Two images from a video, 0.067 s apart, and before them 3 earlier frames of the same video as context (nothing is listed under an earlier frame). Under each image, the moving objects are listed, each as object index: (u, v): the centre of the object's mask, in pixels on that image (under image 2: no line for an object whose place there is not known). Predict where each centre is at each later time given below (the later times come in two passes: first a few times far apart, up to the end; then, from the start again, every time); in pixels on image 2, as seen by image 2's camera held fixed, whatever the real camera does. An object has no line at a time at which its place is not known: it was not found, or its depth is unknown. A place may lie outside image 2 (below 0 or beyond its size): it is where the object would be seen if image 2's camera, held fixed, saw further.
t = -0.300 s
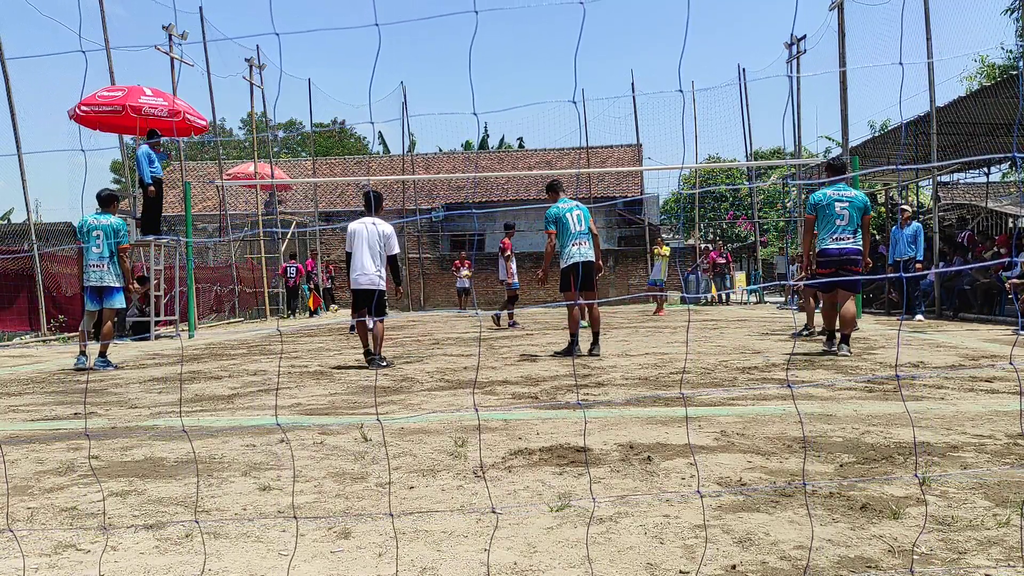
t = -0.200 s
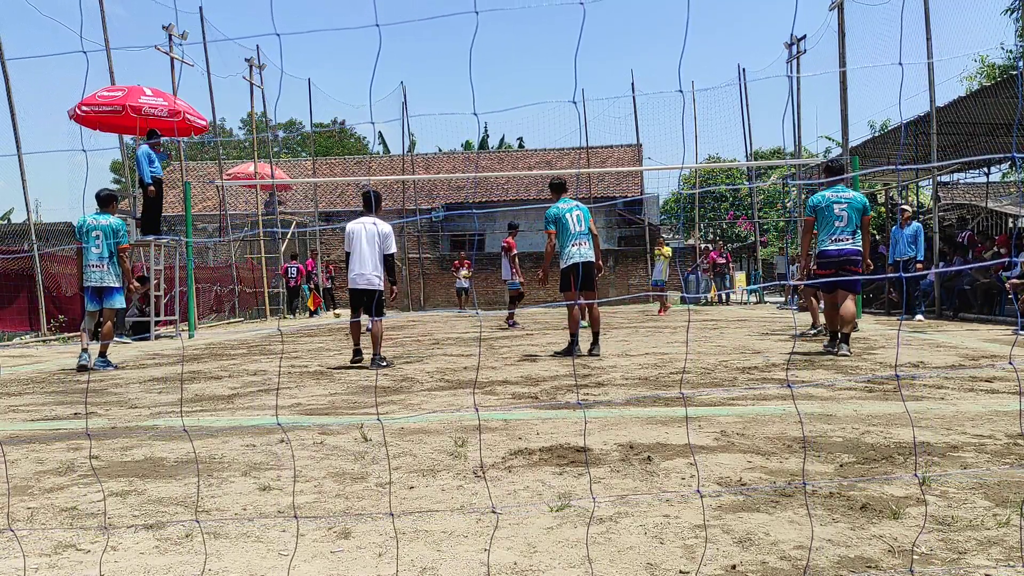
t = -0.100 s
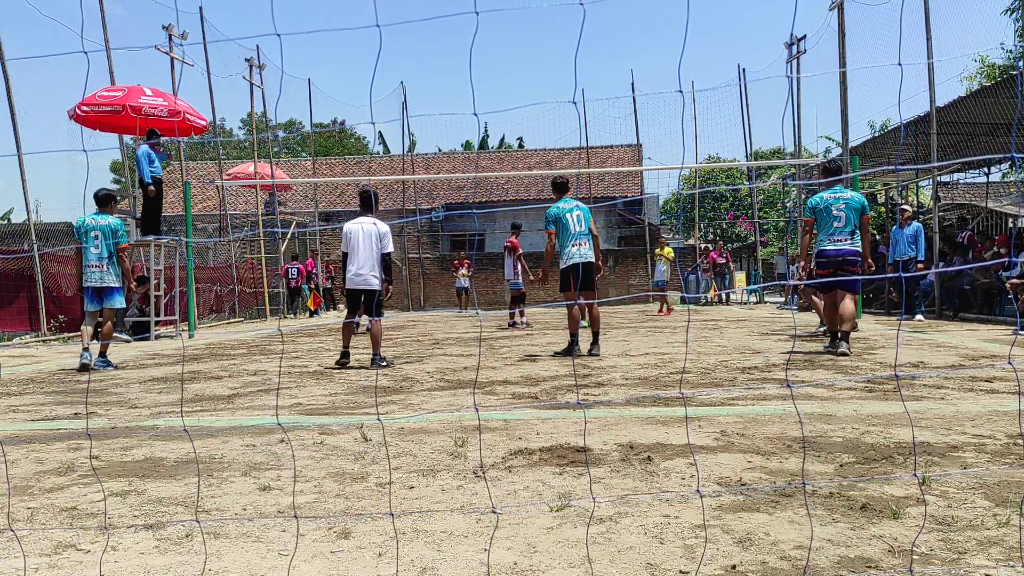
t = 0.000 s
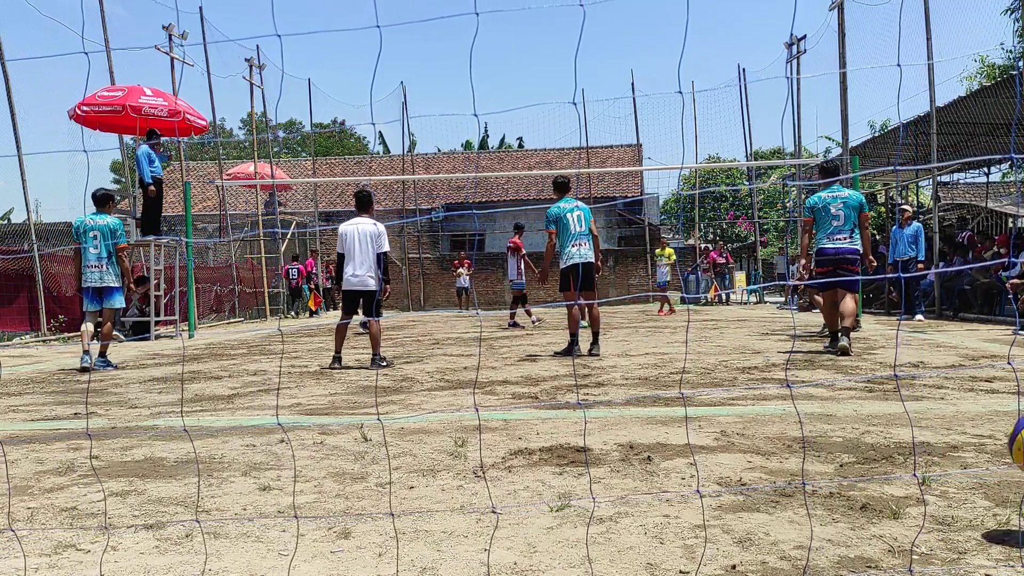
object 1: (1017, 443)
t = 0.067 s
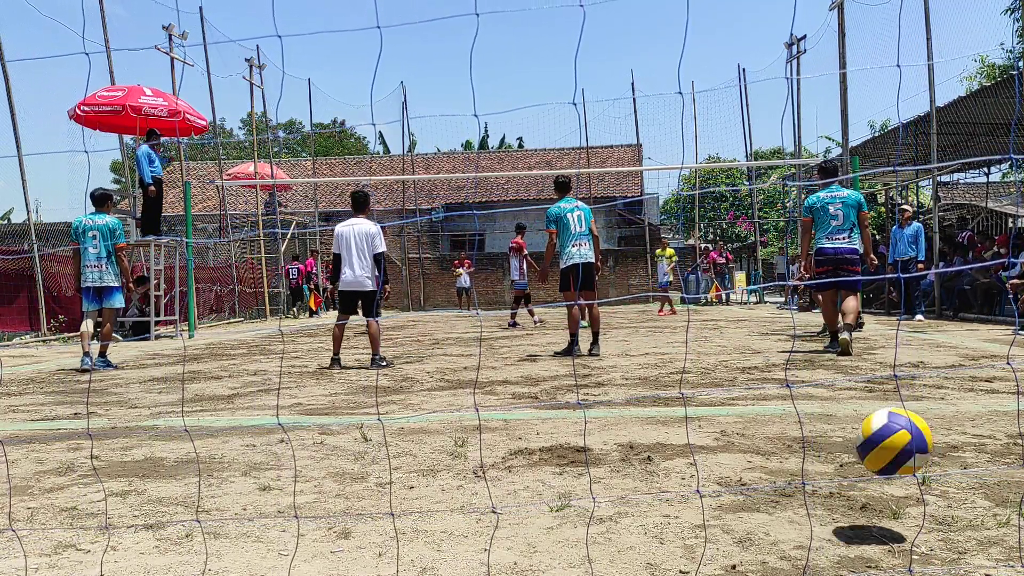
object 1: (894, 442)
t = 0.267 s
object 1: (485, 473)
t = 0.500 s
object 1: (93, 417)
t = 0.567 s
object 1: (11, 431)
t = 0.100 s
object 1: (820, 447)
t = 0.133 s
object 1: (748, 456)
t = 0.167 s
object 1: (678, 469)
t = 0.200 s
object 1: (610, 485)
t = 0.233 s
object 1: (545, 496)
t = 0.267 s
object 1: (485, 473)
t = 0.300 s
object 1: (427, 453)
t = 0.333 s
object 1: (368, 438)
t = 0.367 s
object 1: (311, 427)
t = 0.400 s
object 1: (256, 418)
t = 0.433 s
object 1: (200, 414)
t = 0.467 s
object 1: (146, 413)
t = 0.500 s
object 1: (93, 417)
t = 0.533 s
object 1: (40, 423)
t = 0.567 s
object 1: (11, 431)
